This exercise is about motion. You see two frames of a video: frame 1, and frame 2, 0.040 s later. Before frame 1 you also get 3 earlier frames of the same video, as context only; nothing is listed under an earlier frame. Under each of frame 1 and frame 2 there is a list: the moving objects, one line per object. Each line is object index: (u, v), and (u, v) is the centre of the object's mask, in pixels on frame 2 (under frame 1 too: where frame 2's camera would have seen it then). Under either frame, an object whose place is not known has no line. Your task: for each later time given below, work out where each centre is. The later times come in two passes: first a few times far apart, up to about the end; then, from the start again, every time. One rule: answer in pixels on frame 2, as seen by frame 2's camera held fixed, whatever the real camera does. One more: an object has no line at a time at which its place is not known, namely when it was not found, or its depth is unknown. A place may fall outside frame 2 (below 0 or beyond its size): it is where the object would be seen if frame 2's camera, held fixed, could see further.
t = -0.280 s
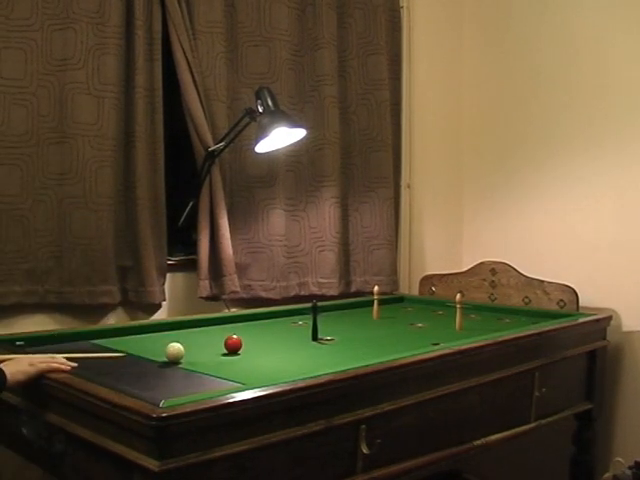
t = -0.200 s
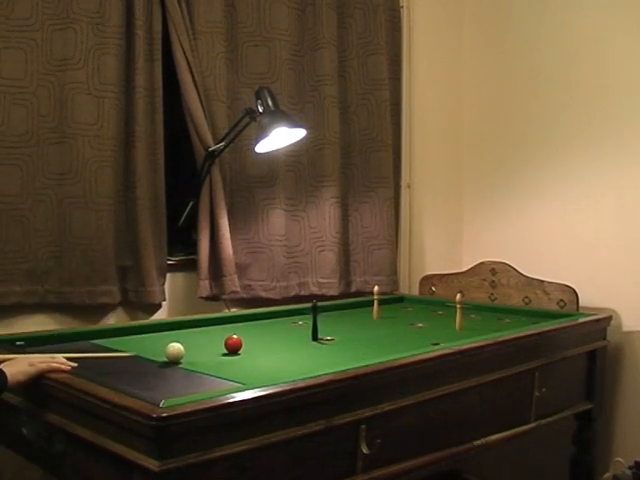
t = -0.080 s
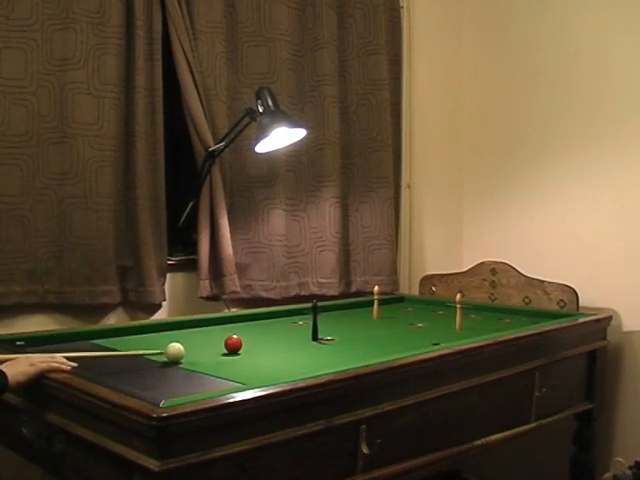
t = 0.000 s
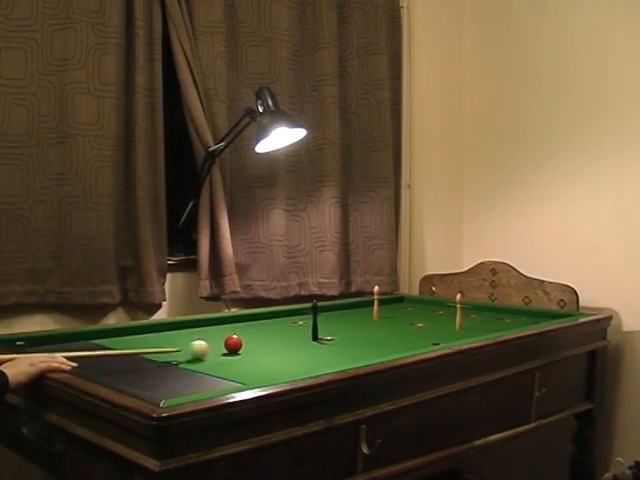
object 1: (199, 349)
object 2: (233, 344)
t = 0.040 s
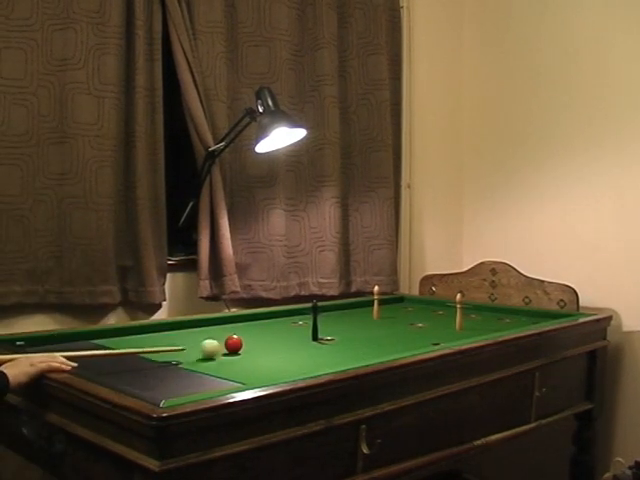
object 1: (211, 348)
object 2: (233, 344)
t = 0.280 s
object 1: (261, 346)
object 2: (242, 340)
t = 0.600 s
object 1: (321, 346)
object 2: (257, 334)
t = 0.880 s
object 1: (369, 346)
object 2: (267, 329)
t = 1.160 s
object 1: (412, 343)
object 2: (276, 326)
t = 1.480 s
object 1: (436, 340)
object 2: (285, 322)
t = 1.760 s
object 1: (436, 337)
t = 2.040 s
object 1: (437, 338)
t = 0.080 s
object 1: (221, 347)
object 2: (235, 344)
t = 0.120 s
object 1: (230, 347)
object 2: (239, 340)
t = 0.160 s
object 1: (238, 346)
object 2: (234, 336)
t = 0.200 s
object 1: (246, 346)
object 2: (236, 339)
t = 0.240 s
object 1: (254, 347)
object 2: (239, 341)
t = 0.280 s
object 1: (261, 346)
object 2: (242, 340)
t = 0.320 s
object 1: (270, 346)
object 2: (245, 339)
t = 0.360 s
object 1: (277, 346)
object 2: (246, 339)
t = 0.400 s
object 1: (285, 346)
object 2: (248, 338)
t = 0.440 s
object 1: (292, 346)
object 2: (250, 337)
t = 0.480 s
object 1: (300, 346)
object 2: (252, 336)
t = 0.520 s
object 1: (307, 346)
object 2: (254, 335)
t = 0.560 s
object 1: (314, 346)
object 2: (255, 335)
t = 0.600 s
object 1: (321, 346)
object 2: (257, 334)
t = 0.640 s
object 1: (329, 346)
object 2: (259, 334)
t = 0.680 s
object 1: (335, 346)
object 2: (260, 333)
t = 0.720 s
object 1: (343, 346)
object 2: (262, 332)
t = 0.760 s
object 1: (349, 346)
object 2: (263, 331)
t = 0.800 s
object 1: (356, 346)
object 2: (265, 331)
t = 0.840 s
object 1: (362, 346)
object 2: (266, 330)
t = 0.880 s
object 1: (369, 346)
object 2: (267, 329)
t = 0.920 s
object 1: (376, 346)
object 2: (269, 329)
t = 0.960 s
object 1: (382, 345)
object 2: (270, 328)
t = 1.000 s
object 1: (388, 345)
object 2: (271, 328)
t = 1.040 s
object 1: (394, 344)
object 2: (273, 327)
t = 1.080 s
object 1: (400, 344)
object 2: (274, 327)
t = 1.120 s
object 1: (406, 343)
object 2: (275, 326)
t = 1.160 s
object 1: (412, 343)
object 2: (276, 326)
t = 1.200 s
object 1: (418, 343)
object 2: (278, 325)
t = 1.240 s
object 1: (424, 342)
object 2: (279, 325)
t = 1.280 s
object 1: (429, 342)
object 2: (279, 325)
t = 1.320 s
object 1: (435, 342)
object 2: (281, 324)
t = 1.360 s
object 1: (436, 341)
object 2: (282, 323)
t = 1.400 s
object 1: (436, 341)
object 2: (283, 323)
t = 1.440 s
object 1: (436, 340)
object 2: (284, 322)
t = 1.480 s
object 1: (436, 340)
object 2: (285, 322)
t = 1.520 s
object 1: (436, 340)
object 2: (286, 322)
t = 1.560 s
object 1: (436, 339)
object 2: (287, 321)
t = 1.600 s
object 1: (436, 339)
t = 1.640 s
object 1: (436, 338)
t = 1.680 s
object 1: (436, 338)
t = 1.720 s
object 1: (436, 338)
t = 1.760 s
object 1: (436, 337)
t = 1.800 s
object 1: (436, 337)
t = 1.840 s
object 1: (436, 337)
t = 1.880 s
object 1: (436, 337)
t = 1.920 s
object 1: (436, 336)
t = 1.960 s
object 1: (436, 336)
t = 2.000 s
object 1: (437, 336)
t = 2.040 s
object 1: (437, 338)
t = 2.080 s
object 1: (439, 340)
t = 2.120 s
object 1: (439, 340)
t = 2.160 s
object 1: (440, 340)
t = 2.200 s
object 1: (439, 341)
